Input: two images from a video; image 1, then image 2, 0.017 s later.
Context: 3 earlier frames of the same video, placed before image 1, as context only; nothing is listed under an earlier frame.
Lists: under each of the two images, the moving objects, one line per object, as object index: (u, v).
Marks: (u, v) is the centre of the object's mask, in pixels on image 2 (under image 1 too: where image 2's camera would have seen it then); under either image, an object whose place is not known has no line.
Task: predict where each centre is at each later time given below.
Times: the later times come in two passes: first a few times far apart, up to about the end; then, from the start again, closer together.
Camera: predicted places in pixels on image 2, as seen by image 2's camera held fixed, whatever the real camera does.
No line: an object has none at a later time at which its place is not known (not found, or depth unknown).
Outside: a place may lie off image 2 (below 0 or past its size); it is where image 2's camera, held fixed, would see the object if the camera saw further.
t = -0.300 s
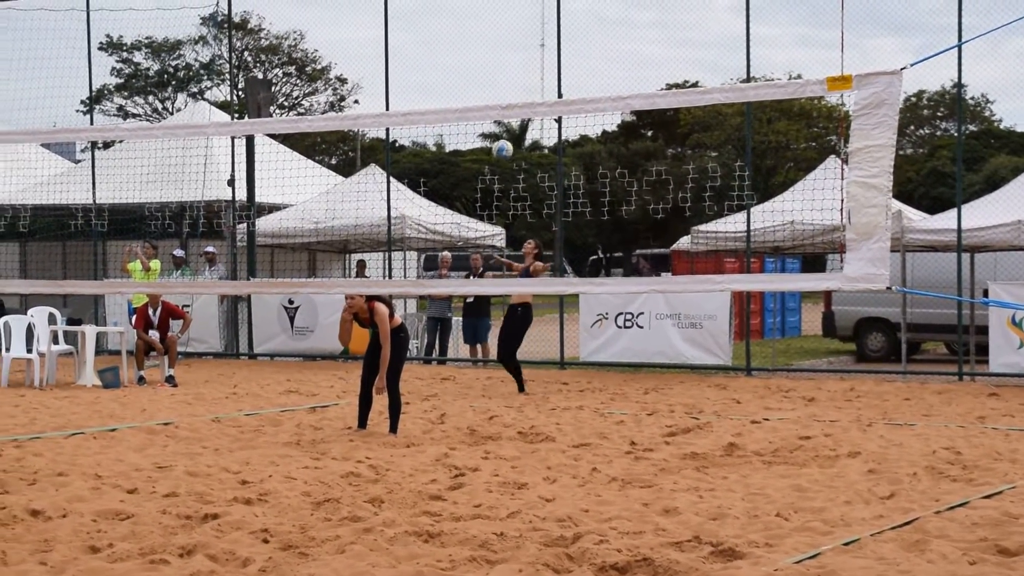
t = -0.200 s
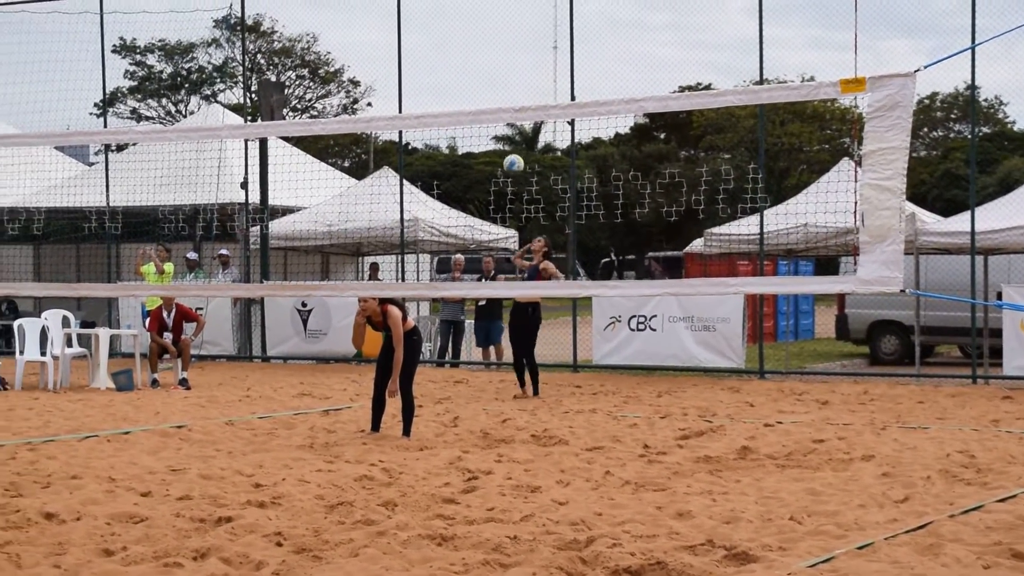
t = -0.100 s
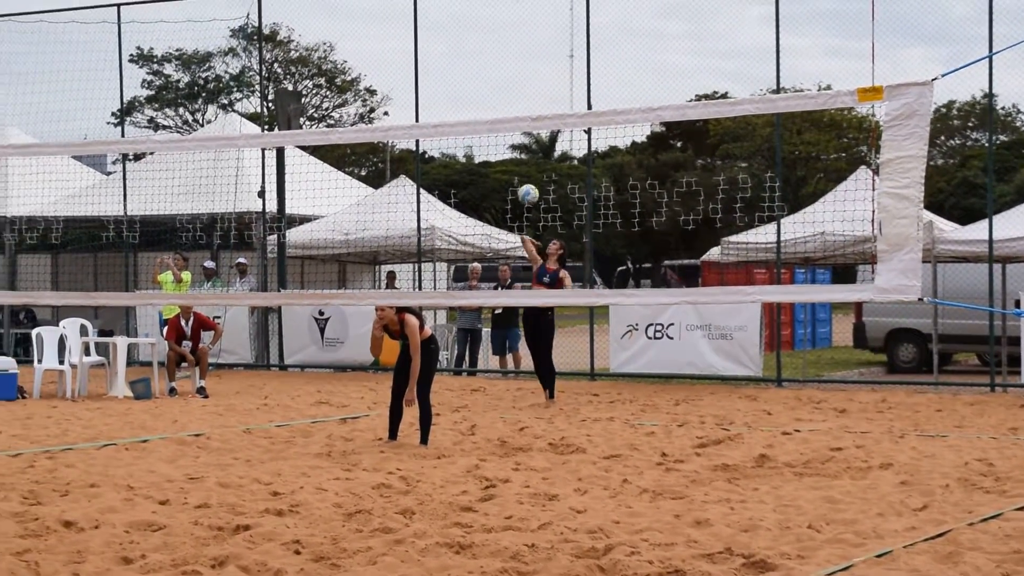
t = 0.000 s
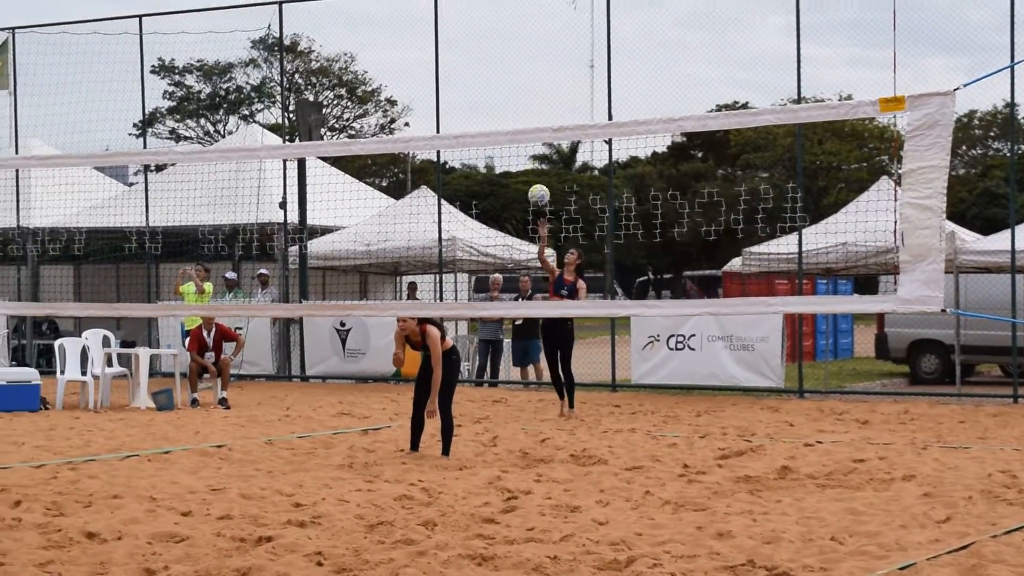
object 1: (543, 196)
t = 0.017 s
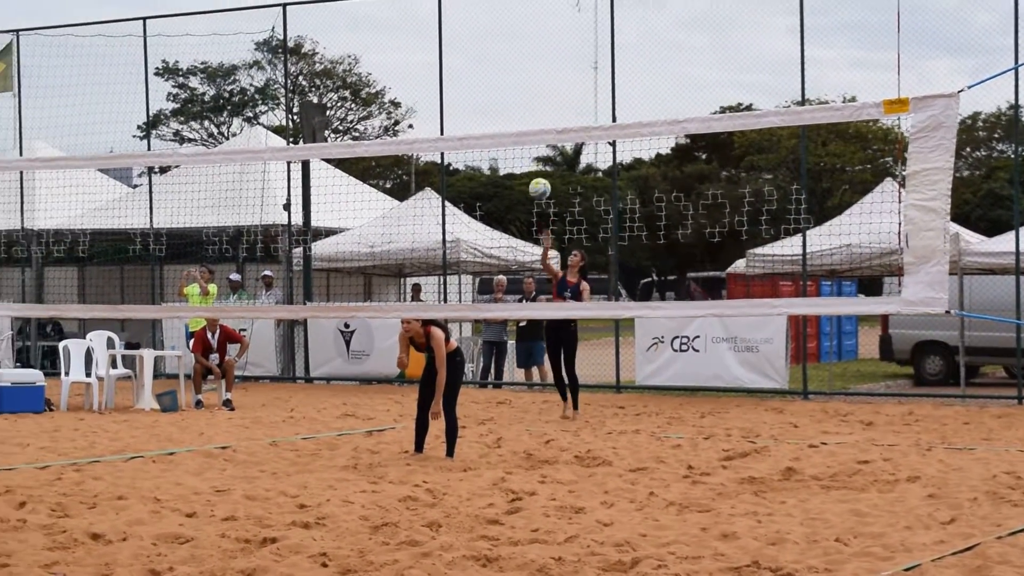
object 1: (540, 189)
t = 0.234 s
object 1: (497, 96)
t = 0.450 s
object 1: (442, 27)
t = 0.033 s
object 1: (536, 181)
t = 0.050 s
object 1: (534, 173)
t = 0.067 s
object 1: (530, 165)
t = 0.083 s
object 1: (528, 159)
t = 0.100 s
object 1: (524, 153)
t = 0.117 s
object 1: (521, 149)
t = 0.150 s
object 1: (514, 124)
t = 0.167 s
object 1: (511, 121)
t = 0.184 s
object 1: (508, 116)
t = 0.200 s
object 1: (504, 110)
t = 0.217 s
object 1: (500, 103)
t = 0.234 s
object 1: (497, 96)
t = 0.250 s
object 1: (494, 89)
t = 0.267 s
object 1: (490, 83)
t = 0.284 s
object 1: (486, 77)
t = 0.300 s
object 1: (482, 72)
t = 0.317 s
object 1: (478, 67)
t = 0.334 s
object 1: (475, 61)
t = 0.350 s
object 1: (470, 56)
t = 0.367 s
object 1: (466, 51)
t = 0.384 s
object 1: (462, 44)
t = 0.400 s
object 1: (458, 40)
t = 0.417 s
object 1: (453, 35)
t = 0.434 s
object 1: (448, 31)
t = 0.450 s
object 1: (442, 27)
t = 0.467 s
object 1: (438, 22)
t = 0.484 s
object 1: (432, 19)
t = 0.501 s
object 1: (426, 15)
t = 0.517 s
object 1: (420, 12)
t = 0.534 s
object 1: (414, 9)
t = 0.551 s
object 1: (408, 7)
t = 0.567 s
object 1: (401, 5)
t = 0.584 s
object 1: (394, 3)
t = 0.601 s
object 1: (387, 2)
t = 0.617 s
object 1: (379, 2)
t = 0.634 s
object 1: (371, 2)
